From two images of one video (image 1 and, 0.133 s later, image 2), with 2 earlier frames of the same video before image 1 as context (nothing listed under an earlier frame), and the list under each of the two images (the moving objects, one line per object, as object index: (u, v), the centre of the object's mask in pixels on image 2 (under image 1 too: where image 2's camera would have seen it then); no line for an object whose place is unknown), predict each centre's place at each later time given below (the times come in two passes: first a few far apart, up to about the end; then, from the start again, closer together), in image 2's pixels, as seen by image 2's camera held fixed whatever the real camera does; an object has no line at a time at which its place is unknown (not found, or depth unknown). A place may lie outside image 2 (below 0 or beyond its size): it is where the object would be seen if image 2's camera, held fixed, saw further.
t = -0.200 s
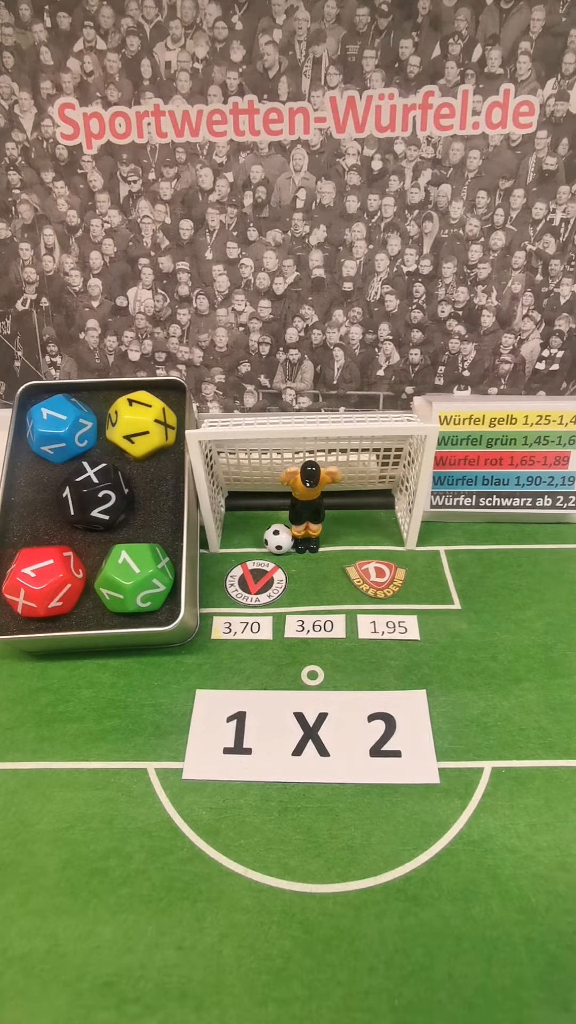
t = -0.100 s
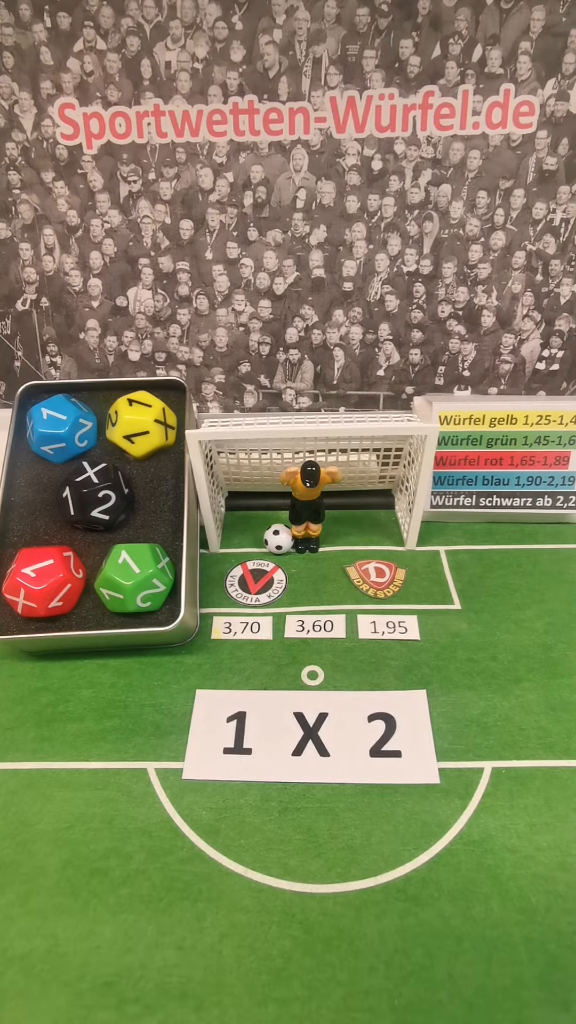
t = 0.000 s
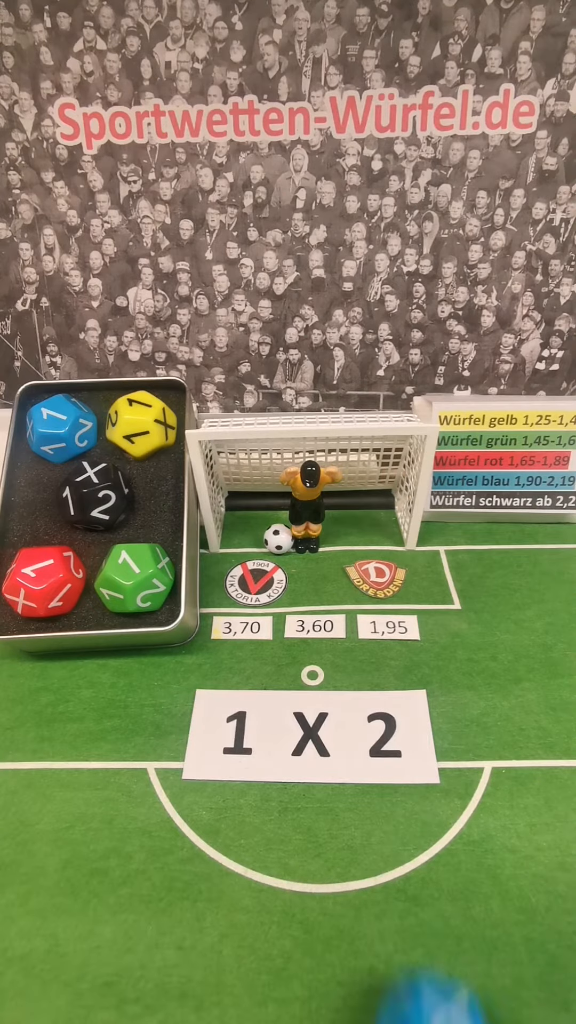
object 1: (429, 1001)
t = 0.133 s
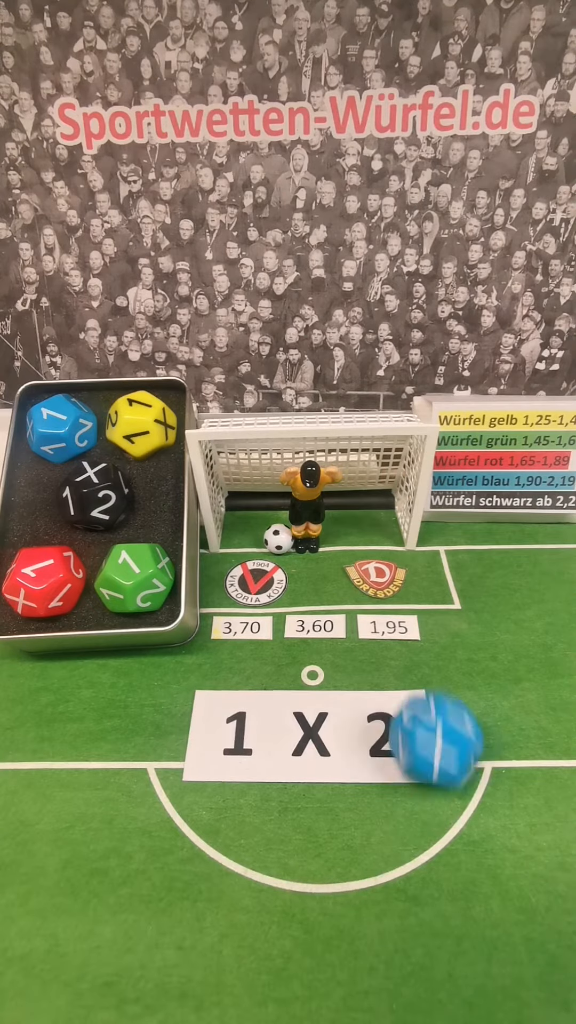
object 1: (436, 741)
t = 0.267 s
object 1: (434, 619)
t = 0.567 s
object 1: (447, 540)
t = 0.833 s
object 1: (472, 540)
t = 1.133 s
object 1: (471, 540)
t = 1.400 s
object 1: (471, 540)
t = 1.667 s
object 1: (471, 540)
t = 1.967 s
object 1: (471, 540)
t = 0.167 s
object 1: (435, 699)
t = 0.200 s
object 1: (436, 668)
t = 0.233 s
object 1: (436, 643)
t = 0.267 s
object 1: (434, 619)
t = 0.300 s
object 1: (436, 603)
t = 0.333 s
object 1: (434, 586)
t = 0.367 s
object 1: (430, 573)
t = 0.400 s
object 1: (429, 559)
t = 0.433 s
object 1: (433, 549)
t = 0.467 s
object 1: (438, 547)
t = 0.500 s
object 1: (442, 544)
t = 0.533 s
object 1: (444, 543)
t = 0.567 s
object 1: (447, 540)
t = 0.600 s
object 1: (452, 540)
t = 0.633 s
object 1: (457, 541)
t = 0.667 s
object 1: (462, 538)
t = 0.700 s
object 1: (464, 535)
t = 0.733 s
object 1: (466, 536)
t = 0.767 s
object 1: (471, 538)
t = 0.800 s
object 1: (472, 540)
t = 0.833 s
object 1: (472, 540)
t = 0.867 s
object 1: (472, 540)
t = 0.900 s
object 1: (472, 540)
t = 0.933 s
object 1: (472, 540)
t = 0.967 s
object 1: (472, 540)
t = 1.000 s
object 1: (472, 540)
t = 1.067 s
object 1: (471, 540)
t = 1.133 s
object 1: (471, 540)
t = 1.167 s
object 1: (471, 540)
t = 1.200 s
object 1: (471, 540)
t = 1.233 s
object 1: (471, 540)
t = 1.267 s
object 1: (471, 540)
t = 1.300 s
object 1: (471, 540)
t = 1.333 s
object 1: (471, 540)
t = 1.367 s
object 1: (471, 540)
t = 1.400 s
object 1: (471, 540)
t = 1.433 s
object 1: (471, 540)
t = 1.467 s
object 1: (471, 540)
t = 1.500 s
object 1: (471, 540)
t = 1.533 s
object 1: (471, 540)
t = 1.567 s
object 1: (471, 540)
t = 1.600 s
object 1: (471, 540)
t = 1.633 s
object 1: (471, 540)
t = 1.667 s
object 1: (471, 540)
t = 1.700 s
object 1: (471, 540)
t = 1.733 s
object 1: (471, 540)
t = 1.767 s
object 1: (471, 540)
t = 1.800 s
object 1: (471, 540)
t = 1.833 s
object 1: (471, 540)
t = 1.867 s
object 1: (471, 540)
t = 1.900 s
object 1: (471, 540)
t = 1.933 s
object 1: (471, 540)
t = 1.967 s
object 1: (471, 540)
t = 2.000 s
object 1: (471, 540)
